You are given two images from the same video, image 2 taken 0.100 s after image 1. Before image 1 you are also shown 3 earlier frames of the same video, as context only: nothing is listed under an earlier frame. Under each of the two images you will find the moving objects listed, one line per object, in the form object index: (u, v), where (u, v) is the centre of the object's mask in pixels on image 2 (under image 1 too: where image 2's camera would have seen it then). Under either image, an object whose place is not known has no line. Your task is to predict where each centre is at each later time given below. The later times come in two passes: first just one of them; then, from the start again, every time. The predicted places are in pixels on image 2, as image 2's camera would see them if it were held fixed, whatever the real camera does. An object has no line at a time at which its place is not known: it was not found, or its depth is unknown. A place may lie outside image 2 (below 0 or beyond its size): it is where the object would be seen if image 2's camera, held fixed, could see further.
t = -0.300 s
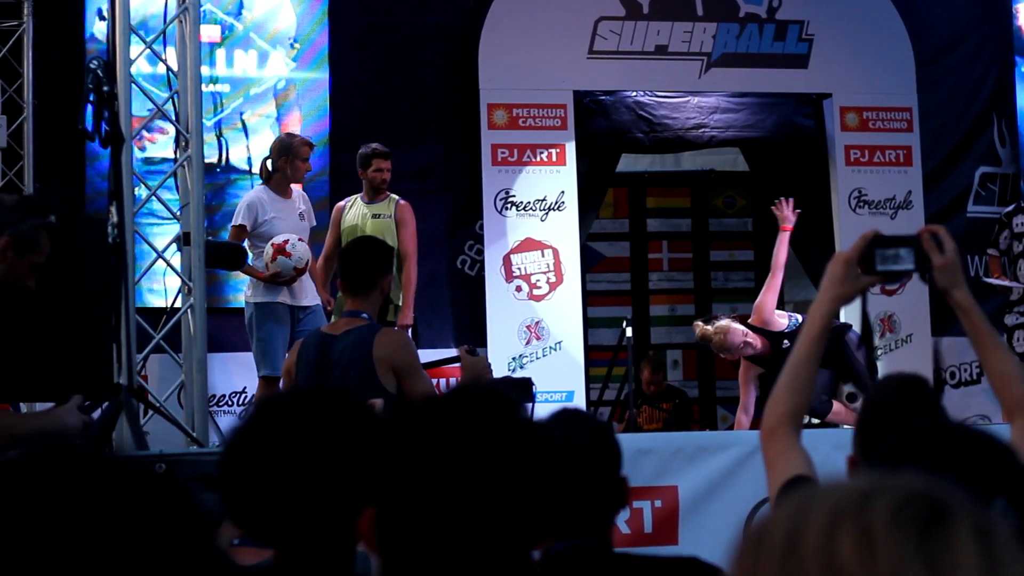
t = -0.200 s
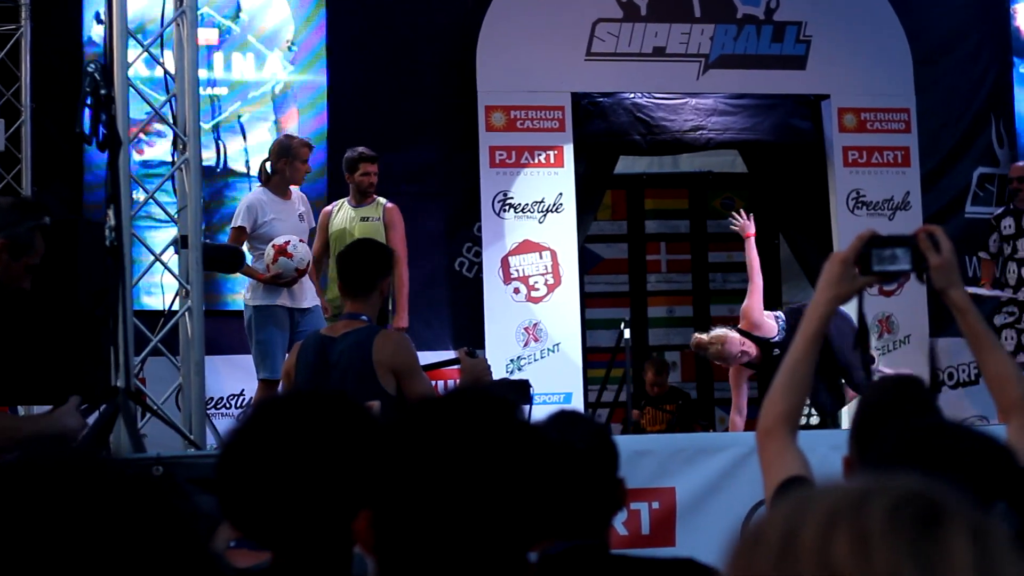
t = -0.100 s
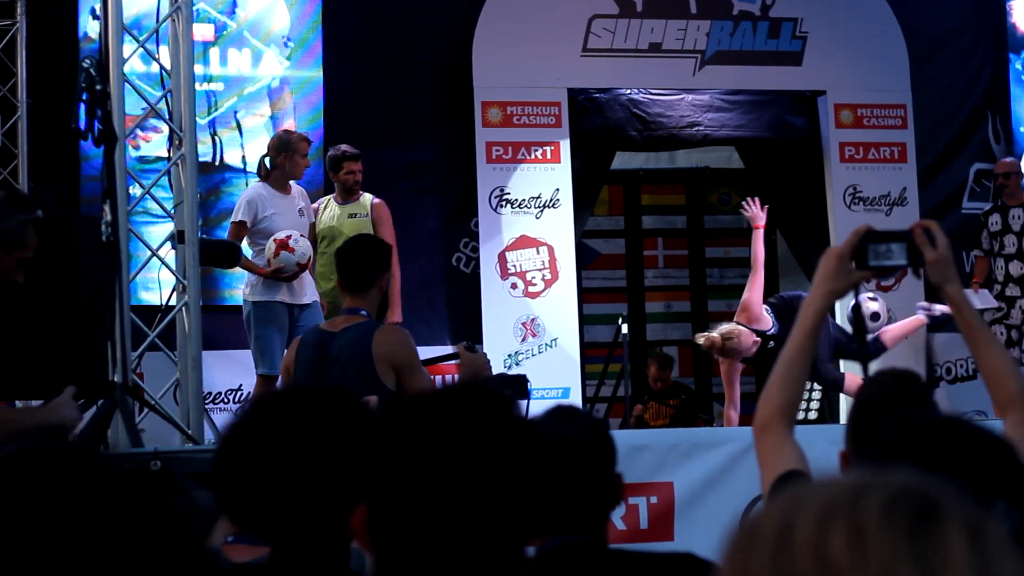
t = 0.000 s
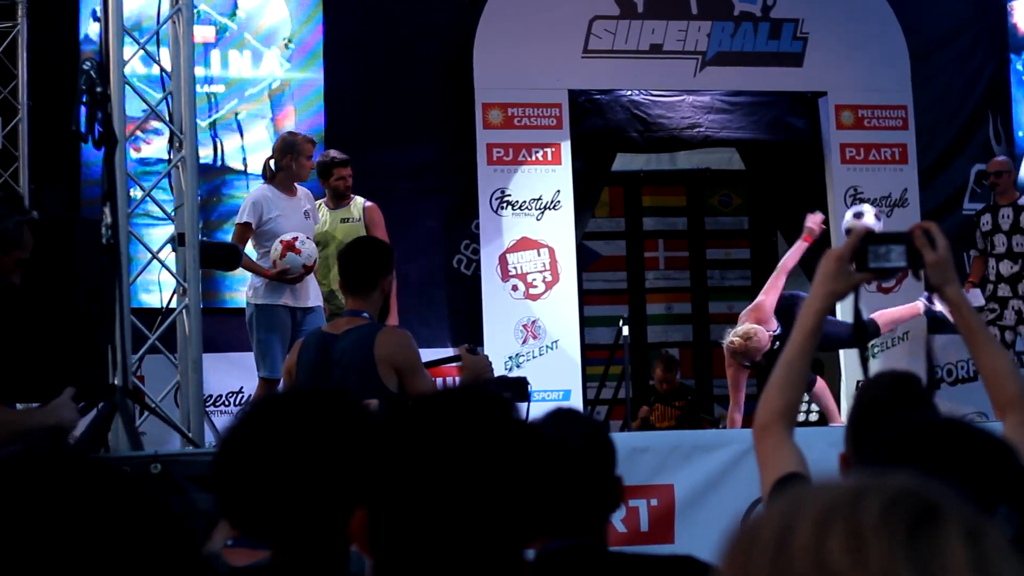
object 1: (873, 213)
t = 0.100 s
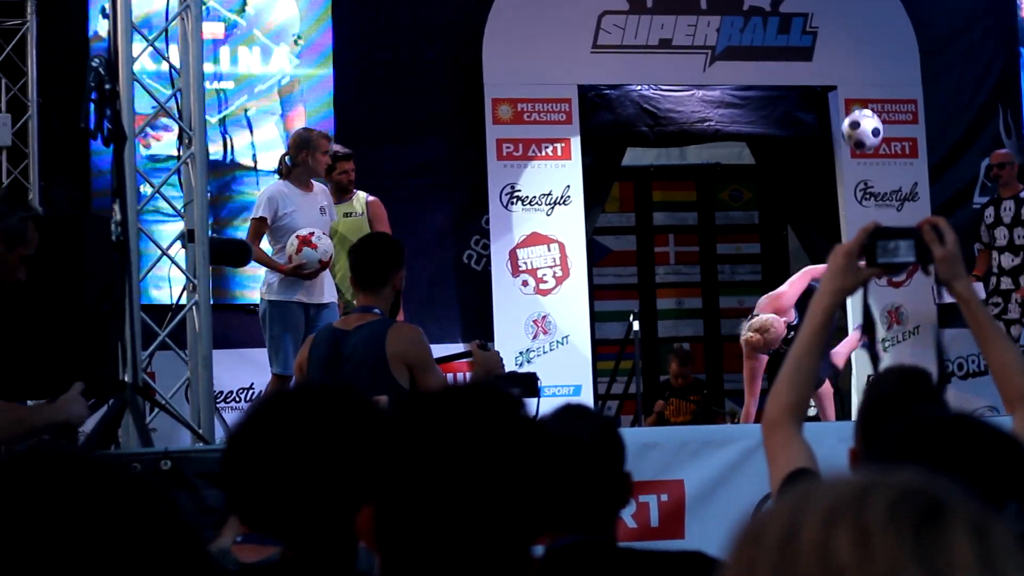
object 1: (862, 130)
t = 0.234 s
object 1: (848, 39)
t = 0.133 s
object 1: (859, 105)
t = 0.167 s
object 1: (855, 81)
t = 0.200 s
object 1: (852, 59)
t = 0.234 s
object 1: (848, 39)
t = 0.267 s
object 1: (845, 21)
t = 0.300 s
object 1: (842, 4)
